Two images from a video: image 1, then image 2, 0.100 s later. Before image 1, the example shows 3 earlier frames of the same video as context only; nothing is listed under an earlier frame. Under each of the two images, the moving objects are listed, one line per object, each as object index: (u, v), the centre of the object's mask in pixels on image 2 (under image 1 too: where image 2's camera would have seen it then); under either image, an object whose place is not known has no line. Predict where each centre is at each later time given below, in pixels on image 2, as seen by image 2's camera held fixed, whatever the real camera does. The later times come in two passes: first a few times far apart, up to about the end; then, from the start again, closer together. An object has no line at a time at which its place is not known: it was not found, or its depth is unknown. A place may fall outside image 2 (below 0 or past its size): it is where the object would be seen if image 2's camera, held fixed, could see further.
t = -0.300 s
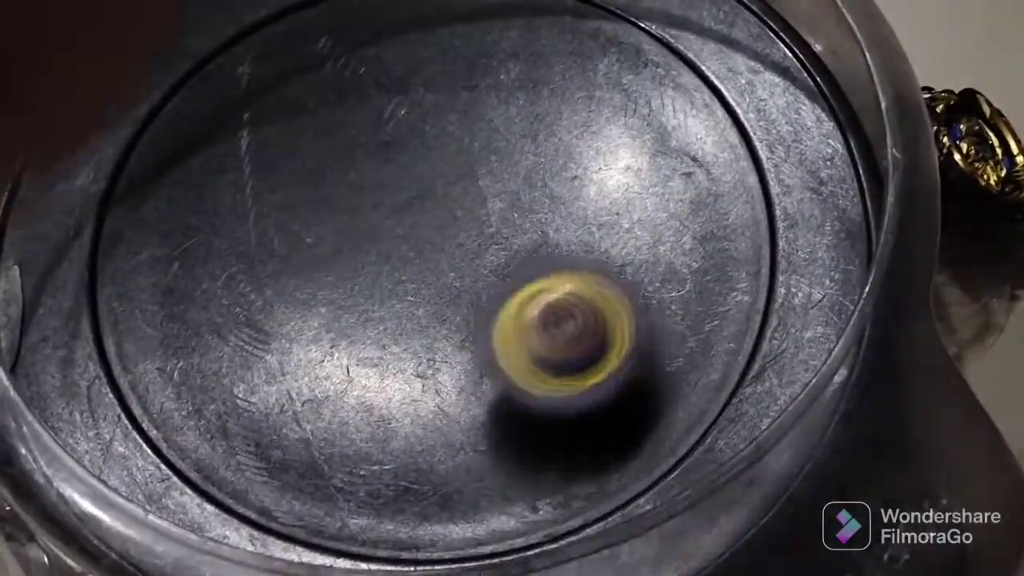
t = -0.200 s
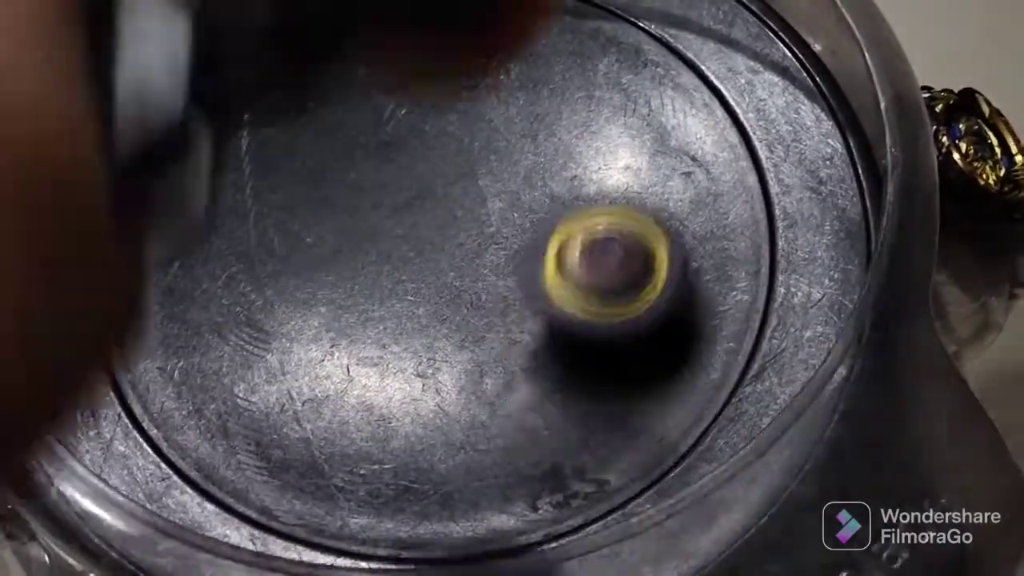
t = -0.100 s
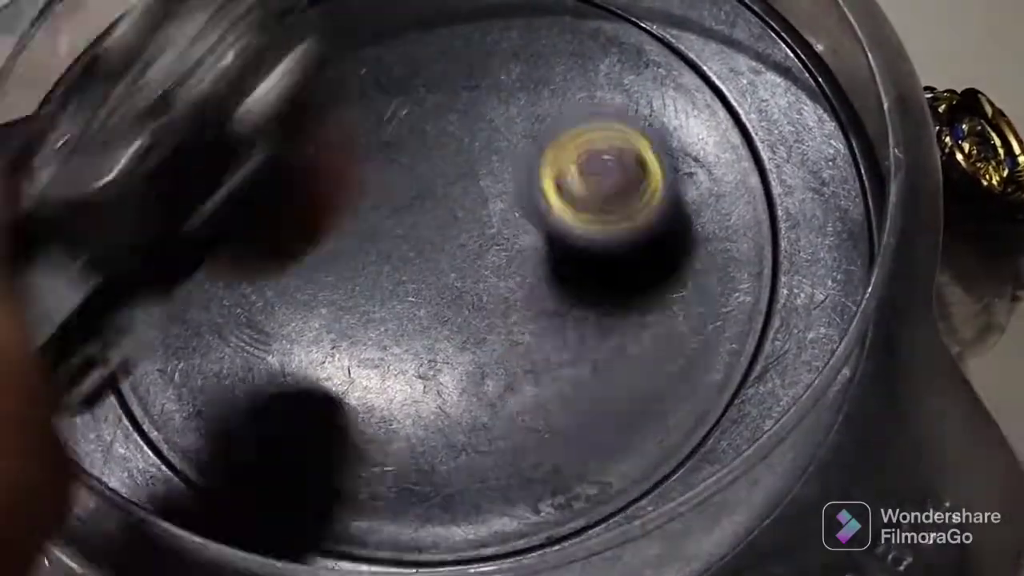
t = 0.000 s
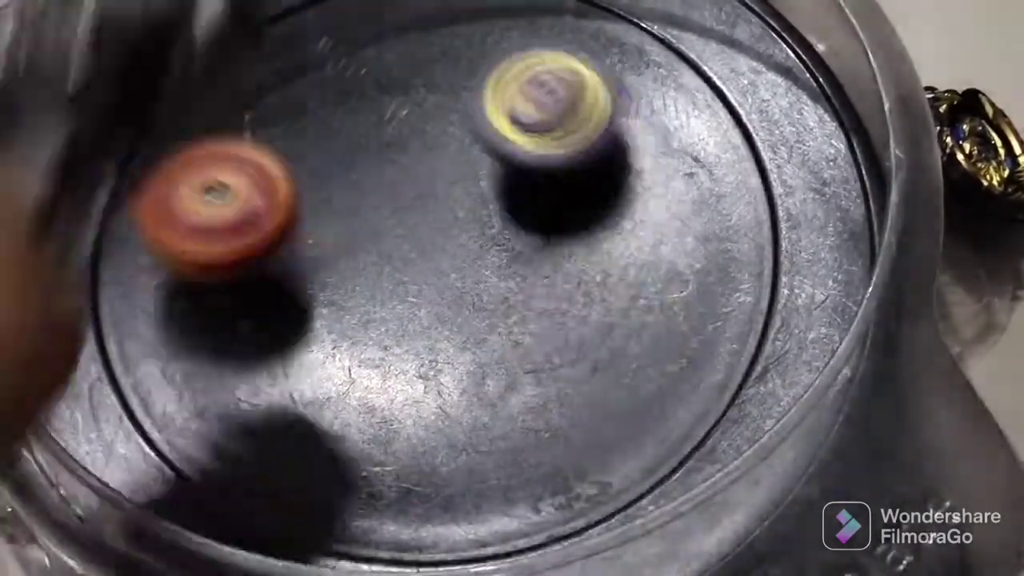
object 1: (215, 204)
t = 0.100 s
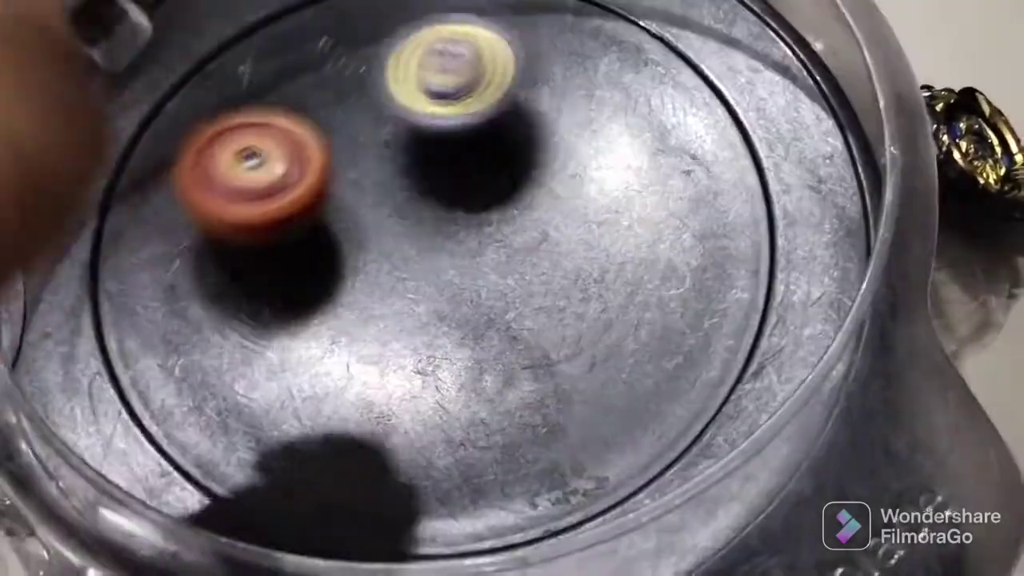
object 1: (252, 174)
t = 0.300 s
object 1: (108, 407)
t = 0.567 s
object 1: (653, 355)
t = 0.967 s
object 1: (353, 23)
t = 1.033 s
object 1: (263, 95)
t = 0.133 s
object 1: (259, 174)
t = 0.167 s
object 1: (248, 184)
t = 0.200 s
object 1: (170, 237)
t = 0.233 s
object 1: (90, 304)
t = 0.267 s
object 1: (84, 350)
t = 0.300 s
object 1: (108, 407)
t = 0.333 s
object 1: (150, 453)
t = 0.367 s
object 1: (219, 469)
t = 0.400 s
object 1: (280, 496)
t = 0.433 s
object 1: (361, 497)
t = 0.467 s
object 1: (458, 490)
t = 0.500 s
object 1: (534, 469)
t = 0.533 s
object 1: (603, 418)
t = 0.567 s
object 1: (653, 355)
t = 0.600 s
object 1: (689, 284)
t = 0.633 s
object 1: (712, 213)
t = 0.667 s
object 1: (714, 143)
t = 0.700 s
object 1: (706, 62)
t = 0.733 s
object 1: (678, 22)
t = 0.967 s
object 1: (353, 23)
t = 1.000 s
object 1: (313, 52)
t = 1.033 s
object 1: (263, 95)
